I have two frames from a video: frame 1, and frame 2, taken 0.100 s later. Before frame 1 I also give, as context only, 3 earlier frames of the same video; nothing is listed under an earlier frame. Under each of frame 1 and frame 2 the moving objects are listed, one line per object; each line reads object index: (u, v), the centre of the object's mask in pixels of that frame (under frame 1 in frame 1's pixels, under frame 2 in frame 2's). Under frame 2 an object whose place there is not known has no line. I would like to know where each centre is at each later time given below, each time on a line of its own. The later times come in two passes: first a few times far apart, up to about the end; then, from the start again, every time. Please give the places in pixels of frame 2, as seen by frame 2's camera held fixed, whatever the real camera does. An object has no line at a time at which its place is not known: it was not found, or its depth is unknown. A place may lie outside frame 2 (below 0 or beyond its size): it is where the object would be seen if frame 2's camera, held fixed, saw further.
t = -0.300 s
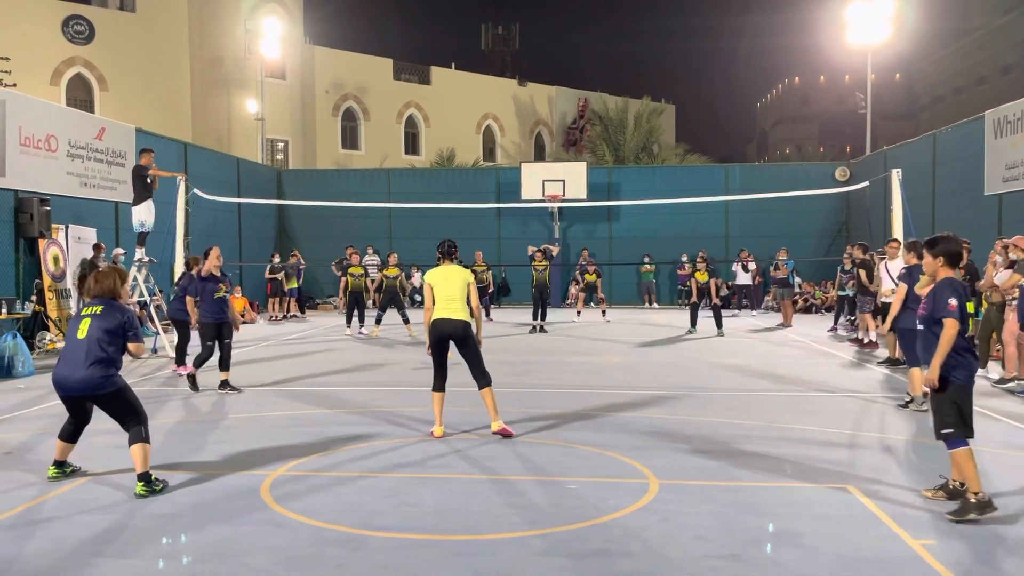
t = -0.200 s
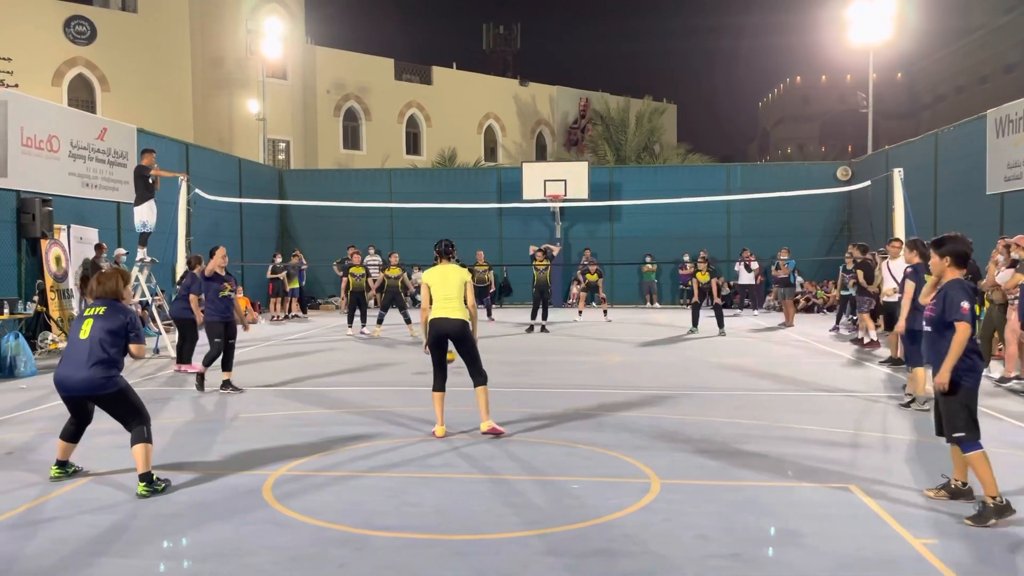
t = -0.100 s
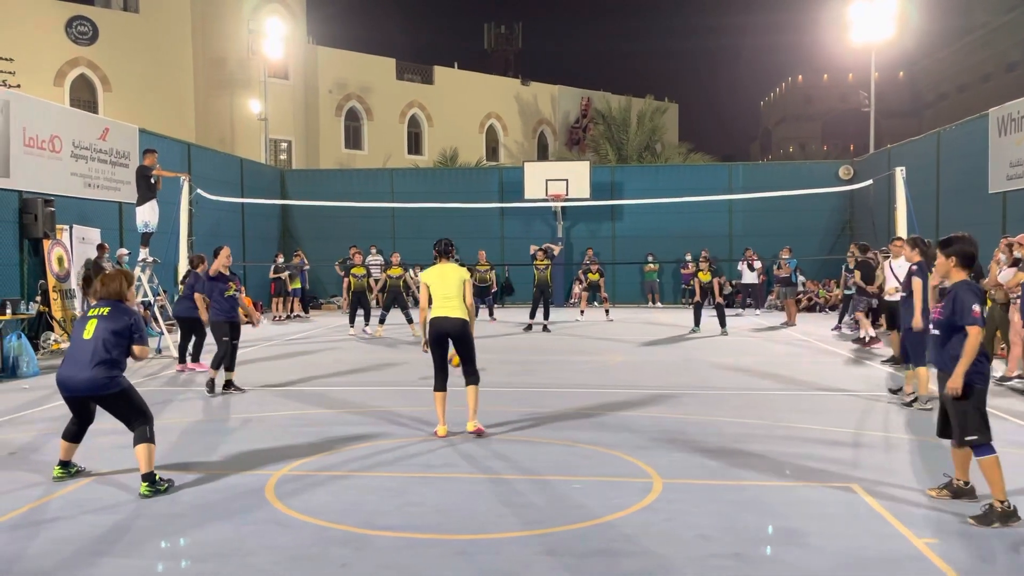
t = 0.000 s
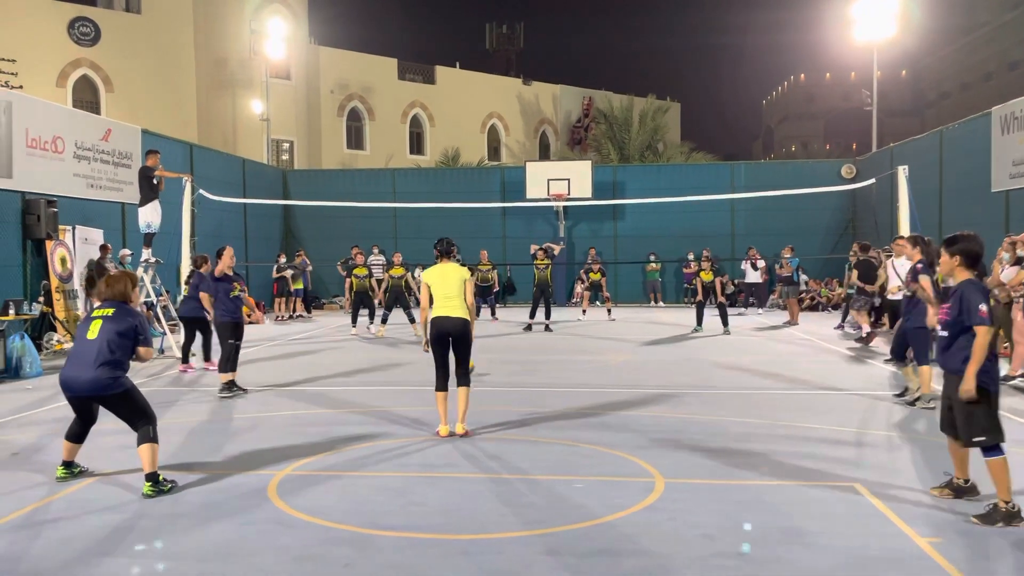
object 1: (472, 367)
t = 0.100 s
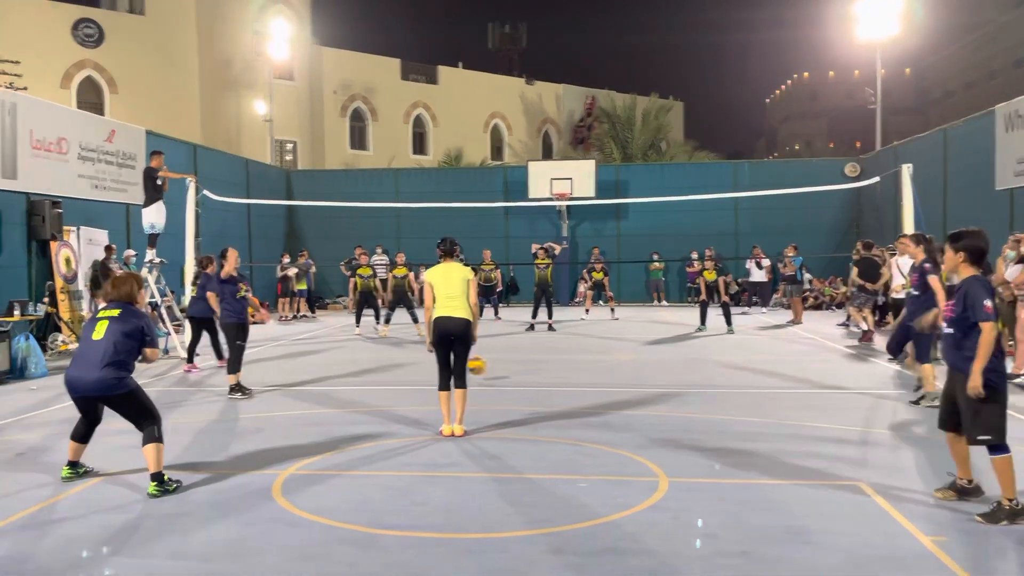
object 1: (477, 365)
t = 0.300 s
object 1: (493, 377)
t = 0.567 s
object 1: (518, 389)
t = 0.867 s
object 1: (553, 409)
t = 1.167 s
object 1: (598, 434)
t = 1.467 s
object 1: (657, 467)
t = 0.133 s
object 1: (479, 367)
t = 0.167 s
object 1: (482, 370)
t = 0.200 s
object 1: (484, 373)
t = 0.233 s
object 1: (487, 378)
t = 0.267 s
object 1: (490, 377)
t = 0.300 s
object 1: (493, 377)
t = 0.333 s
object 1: (496, 377)
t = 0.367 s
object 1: (498, 378)
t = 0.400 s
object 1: (502, 380)
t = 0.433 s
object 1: (505, 384)
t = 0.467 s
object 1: (508, 389)
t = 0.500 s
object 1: (512, 388)
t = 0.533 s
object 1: (515, 389)
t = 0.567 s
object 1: (518, 389)
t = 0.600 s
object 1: (521, 391)
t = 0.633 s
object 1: (525, 394)
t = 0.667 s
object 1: (528, 398)
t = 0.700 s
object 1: (533, 403)
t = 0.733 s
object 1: (536, 401)
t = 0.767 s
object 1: (540, 402)
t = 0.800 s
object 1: (544, 403)
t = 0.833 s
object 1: (549, 405)
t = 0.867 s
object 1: (553, 409)
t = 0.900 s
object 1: (558, 415)
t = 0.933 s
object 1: (562, 417)
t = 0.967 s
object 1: (567, 417)
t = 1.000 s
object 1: (572, 417)
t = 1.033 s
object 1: (577, 420)
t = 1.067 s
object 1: (582, 423)
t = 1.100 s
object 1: (587, 429)
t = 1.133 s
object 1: (593, 433)
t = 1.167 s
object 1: (598, 434)
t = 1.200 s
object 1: (604, 436)
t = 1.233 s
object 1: (610, 440)
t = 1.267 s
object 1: (616, 445)
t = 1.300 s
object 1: (622, 448)
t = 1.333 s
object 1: (629, 449)
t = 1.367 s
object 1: (635, 452)
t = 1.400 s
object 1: (642, 457)
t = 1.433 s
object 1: (650, 463)
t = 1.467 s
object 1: (657, 467)
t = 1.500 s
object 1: (664, 467)
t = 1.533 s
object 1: (672, 469)
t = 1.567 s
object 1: (679, 473)
